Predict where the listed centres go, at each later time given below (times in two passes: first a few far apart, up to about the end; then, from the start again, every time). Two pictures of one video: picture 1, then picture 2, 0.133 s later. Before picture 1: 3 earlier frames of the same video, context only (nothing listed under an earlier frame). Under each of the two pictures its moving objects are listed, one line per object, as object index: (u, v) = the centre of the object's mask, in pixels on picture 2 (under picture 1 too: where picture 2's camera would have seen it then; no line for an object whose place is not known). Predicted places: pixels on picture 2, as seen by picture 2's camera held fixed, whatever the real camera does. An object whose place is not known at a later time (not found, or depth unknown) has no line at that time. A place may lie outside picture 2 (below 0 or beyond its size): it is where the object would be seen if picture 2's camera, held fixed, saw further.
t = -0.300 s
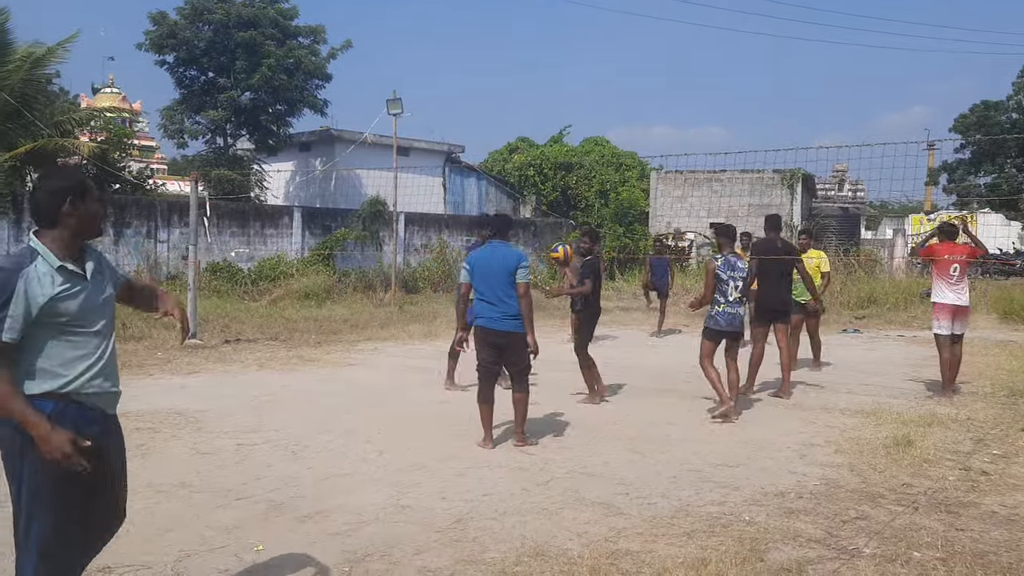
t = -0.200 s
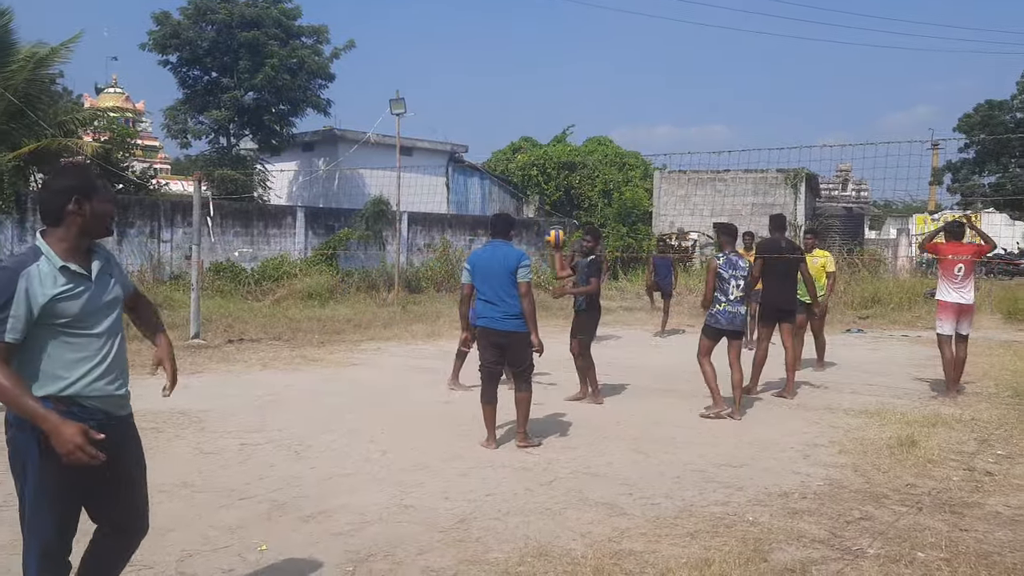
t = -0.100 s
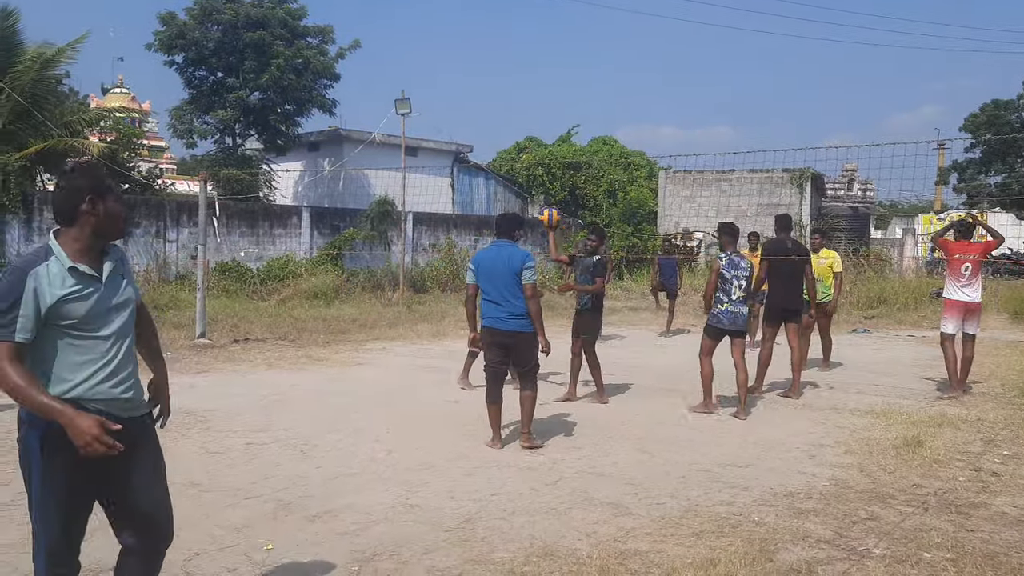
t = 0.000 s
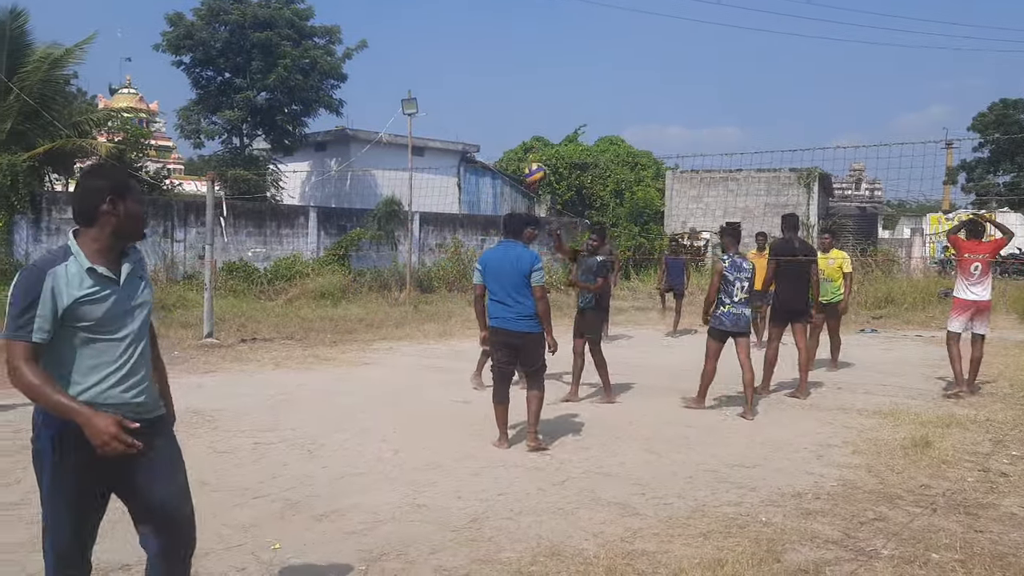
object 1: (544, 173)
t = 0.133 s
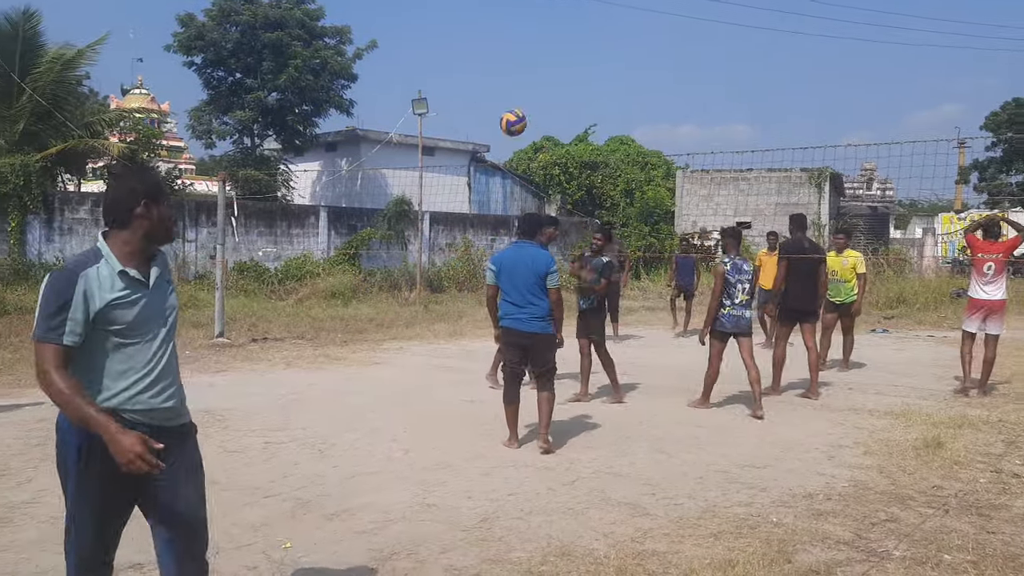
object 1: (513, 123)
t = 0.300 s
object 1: (461, 73)
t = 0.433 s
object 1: (405, 52)
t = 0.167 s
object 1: (504, 111)
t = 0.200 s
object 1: (494, 101)
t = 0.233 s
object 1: (483, 90)
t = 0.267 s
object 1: (473, 80)
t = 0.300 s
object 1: (461, 73)
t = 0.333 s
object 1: (448, 65)
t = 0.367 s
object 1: (435, 60)
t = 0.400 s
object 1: (421, 55)
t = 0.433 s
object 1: (405, 52)
